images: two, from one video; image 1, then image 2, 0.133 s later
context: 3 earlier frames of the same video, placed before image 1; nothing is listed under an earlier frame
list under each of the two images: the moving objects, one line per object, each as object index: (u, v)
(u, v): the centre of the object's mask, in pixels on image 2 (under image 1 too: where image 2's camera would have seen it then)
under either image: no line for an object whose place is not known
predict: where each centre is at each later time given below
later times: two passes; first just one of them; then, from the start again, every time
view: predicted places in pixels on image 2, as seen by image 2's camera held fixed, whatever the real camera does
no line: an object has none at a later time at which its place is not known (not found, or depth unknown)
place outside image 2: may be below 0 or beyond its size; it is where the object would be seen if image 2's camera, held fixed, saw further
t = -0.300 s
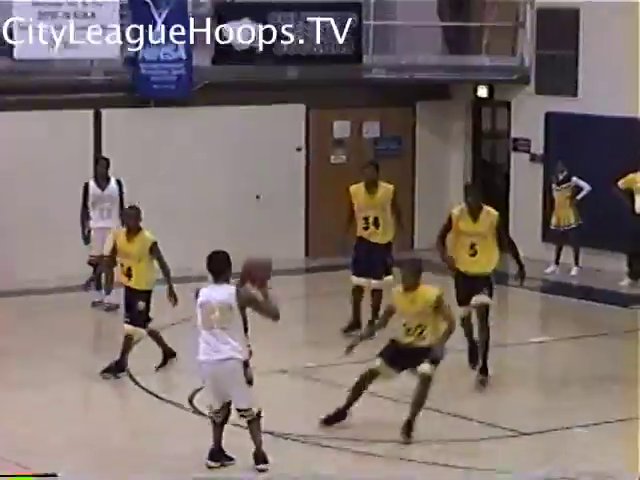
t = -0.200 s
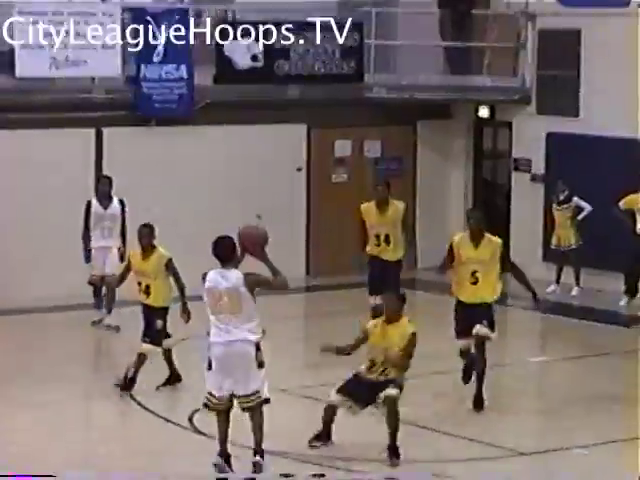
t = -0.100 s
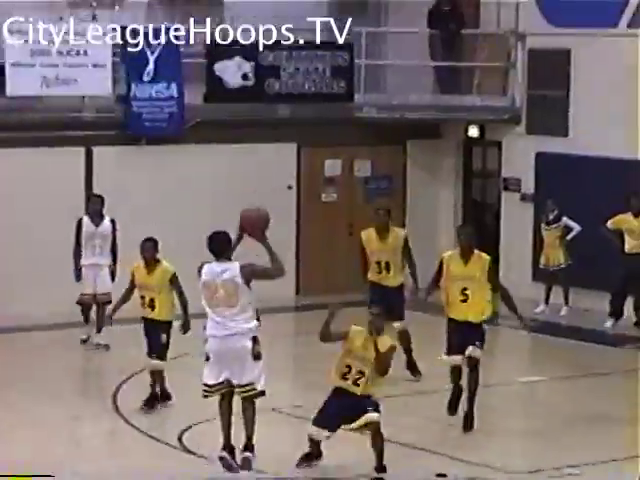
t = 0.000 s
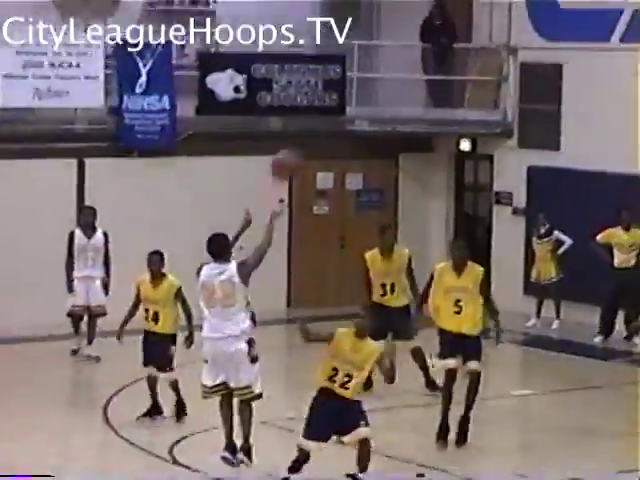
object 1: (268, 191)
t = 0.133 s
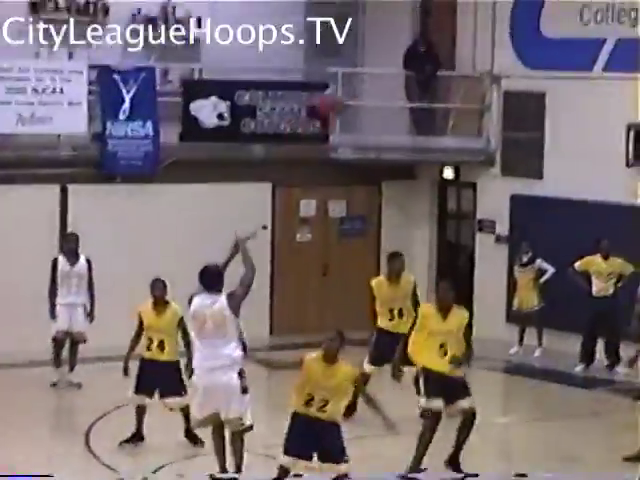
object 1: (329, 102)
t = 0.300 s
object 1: (406, 29)
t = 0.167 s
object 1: (347, 85)
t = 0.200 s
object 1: (362, 69)
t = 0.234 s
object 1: (377, 54)
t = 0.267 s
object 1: (391, 41)
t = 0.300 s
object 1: (406, 29)
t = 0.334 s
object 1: (420, 18)
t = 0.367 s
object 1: (435, 7)
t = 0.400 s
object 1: (446, 1)
